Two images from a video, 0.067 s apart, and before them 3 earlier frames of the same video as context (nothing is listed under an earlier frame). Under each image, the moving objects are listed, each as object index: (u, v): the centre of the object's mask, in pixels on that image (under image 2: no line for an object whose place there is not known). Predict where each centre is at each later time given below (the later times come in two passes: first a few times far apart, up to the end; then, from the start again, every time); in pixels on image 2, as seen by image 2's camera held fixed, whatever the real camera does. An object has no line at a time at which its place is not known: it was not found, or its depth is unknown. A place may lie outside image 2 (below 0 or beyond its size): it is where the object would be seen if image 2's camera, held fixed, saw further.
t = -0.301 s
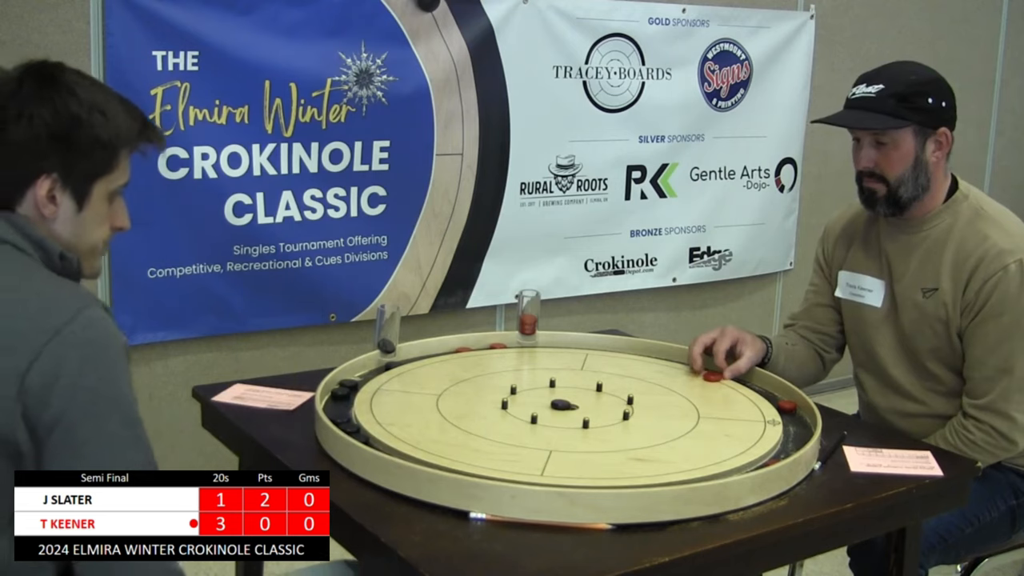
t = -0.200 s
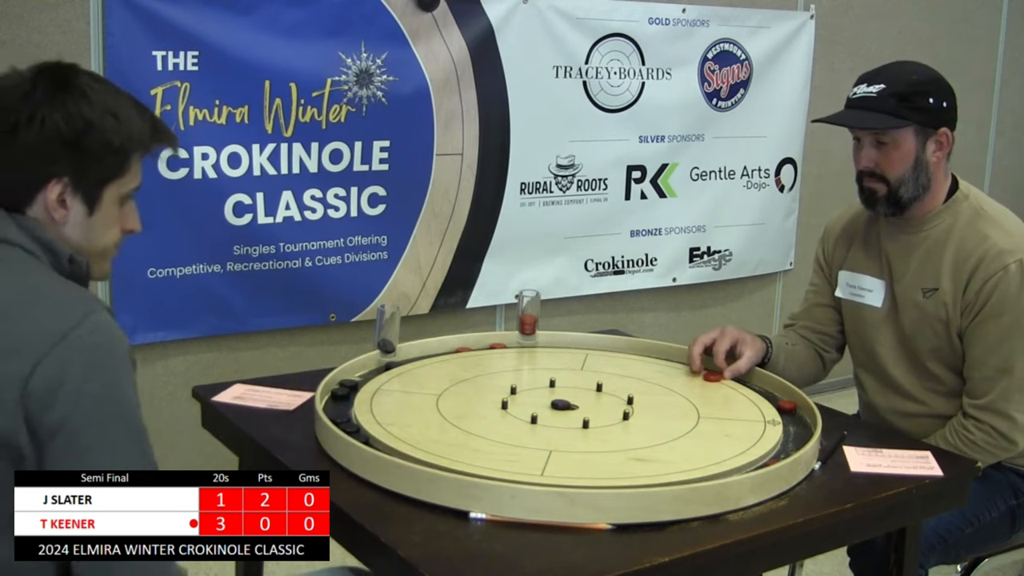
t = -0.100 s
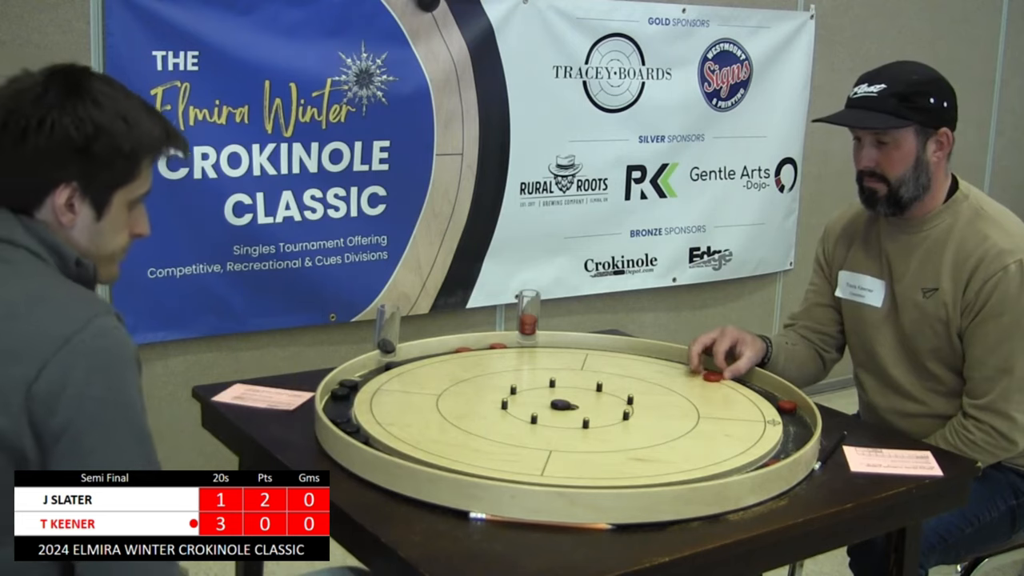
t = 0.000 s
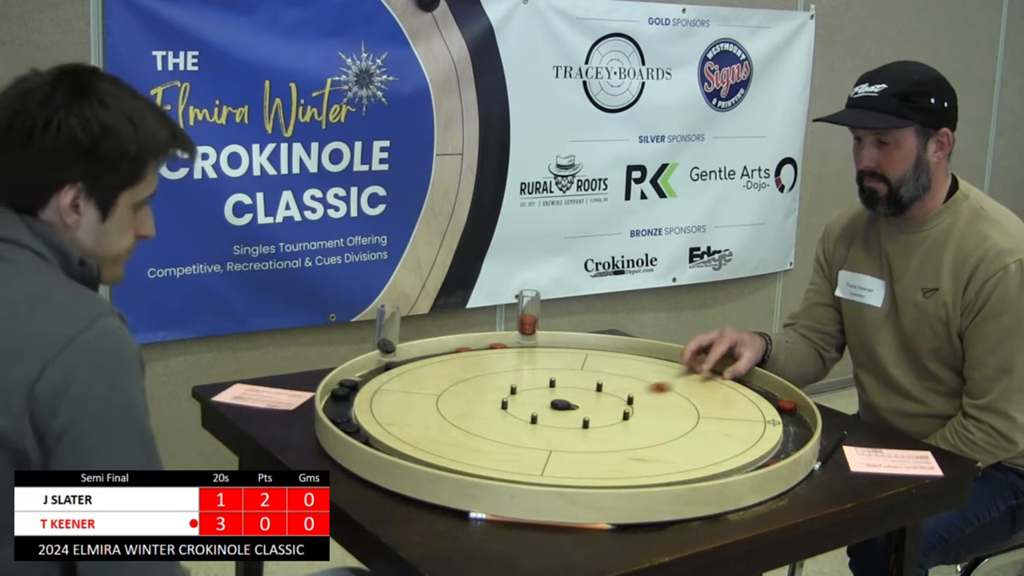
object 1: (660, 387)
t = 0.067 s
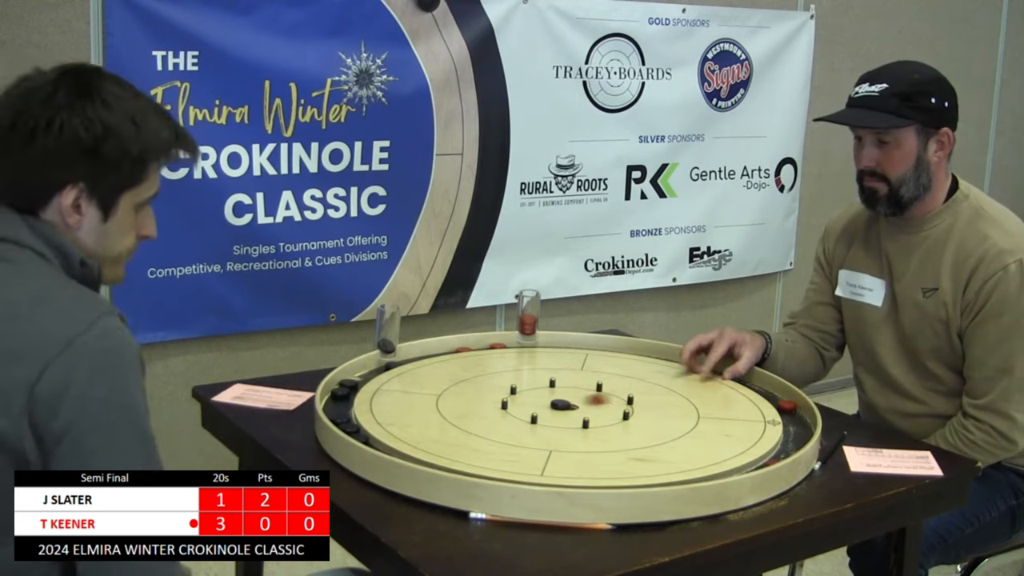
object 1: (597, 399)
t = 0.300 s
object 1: (572, 408)
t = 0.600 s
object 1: (572, 409)
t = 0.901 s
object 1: (572, 409)
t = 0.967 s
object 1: (572, 409)
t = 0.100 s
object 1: (574, 404)
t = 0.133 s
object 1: (573, 405)
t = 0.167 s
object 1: (573, 406)
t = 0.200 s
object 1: (572, 407)
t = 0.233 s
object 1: (572, 408)
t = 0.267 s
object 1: (572, 408)
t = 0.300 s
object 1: (572, 408)
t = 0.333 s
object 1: (572, 409)
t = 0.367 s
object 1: (572, 409)
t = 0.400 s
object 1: (572, 408)
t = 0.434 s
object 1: (572, 409)
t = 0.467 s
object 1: (572, 409)
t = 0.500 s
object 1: (572, 409)
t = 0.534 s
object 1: (572, 409)
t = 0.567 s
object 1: (572, 409)
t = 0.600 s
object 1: (572, 409)
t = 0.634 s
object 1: (572, 409)
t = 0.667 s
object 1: (572, 409)
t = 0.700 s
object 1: (572, 409)
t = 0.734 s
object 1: (572, 409)
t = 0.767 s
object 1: (572, 409)
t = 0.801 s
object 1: (572, 409)
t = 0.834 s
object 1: (572, 409)
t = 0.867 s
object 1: (572, 409)
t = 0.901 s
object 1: (572, 409)
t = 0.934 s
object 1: (572, 409)
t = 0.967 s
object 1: (572, 409)
